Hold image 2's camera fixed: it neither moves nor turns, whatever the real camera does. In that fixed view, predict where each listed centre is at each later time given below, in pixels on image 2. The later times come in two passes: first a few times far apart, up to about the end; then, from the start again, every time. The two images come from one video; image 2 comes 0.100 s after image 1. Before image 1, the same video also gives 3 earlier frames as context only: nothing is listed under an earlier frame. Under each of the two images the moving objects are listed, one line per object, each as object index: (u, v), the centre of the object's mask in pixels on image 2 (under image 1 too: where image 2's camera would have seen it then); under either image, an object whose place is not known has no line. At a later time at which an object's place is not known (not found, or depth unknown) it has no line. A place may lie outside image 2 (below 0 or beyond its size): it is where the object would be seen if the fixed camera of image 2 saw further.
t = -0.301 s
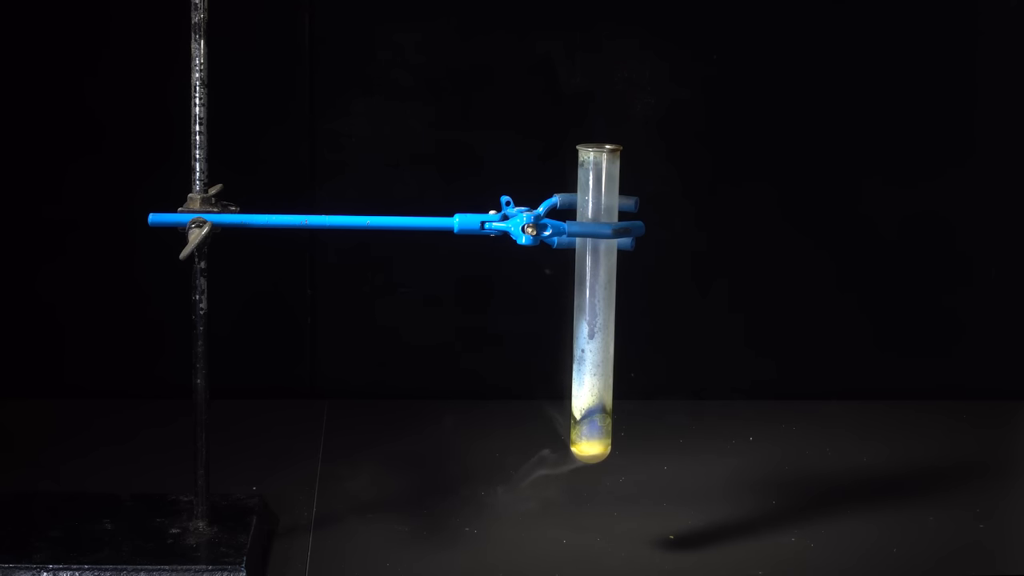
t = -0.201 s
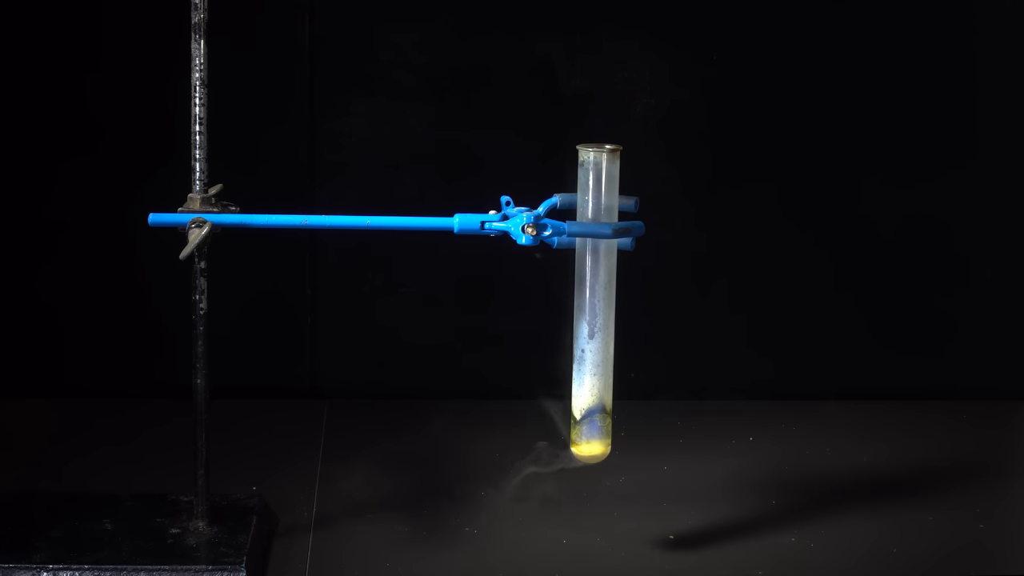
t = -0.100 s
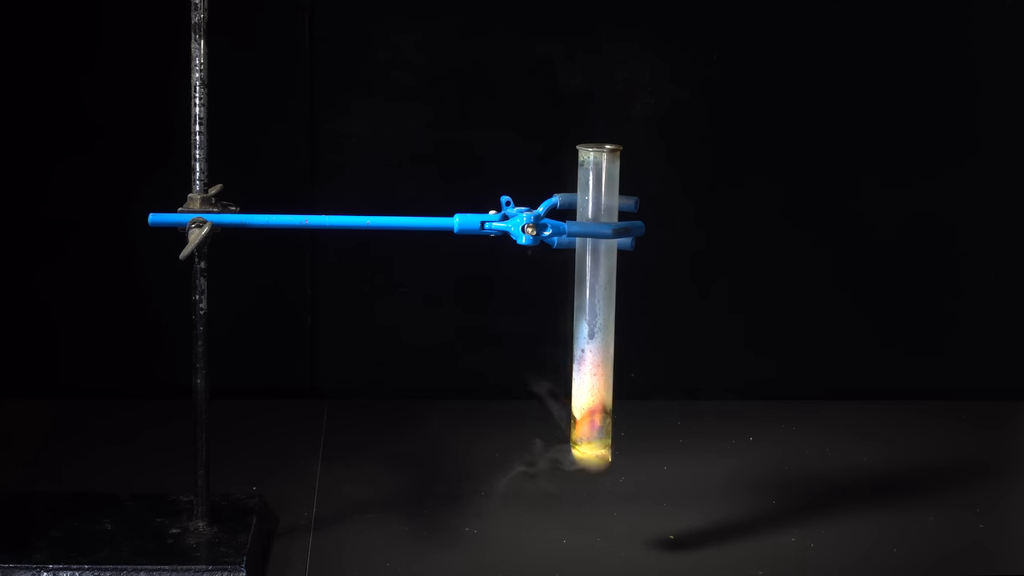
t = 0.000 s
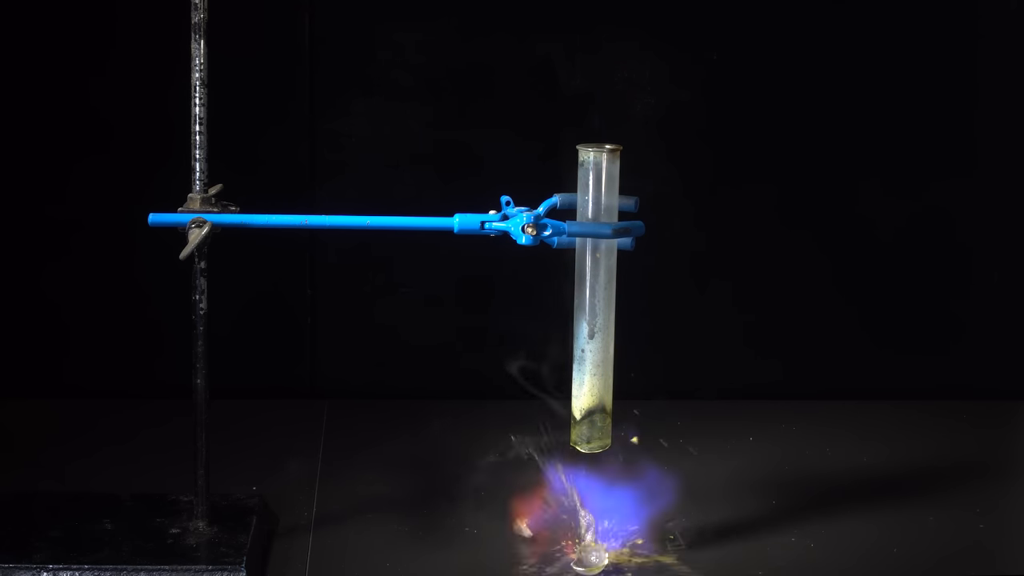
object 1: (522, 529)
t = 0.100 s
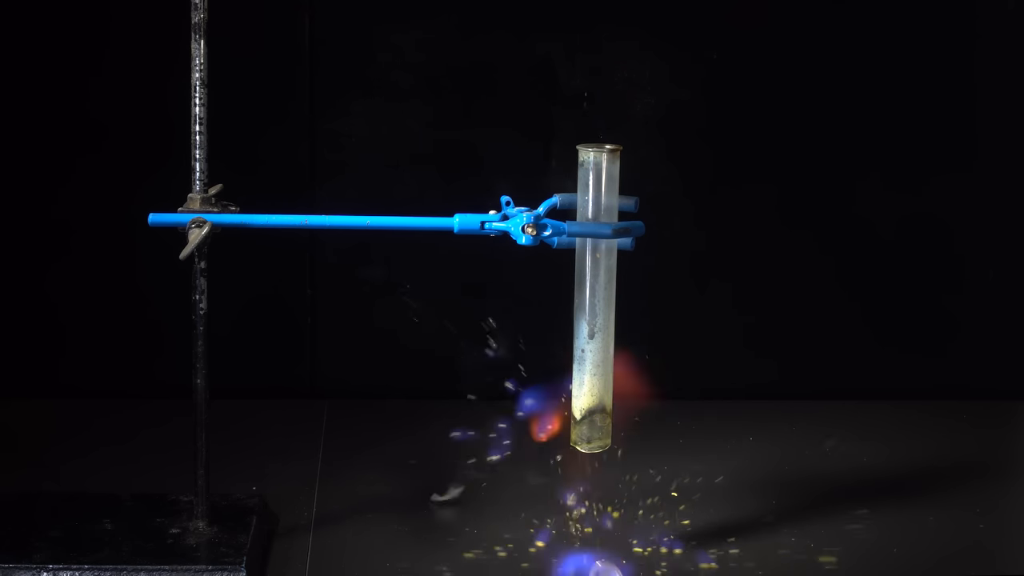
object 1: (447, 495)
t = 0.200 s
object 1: (403, 475)
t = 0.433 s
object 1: (364, 451)
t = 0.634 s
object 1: (370, 451)
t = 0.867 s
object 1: (367, 451)
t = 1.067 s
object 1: (370, 451)
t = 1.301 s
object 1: (368, 451)
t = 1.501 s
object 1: (370, 450)
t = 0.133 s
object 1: (429, 488)
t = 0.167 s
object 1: (414, 483)
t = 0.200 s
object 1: (403, 475)
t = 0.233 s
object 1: (394, 471)
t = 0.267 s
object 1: (388, 466)
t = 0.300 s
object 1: (379, 463)
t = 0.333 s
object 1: (374, 457)
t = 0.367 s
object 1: (368, 458)
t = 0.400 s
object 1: (365, 453)
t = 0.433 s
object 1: (364, 451)
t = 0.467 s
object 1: (366, 451)
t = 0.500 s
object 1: (365, 451)
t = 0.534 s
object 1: (368, 450)
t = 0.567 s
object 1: (369, 450)
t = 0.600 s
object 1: (369, 450)
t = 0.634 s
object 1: (370, 451)
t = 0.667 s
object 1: (369, 450)
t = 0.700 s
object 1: (367, 452)
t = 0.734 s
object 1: (369, 451)
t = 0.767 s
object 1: (371, 450)
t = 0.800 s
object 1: (371, 450)
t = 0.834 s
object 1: (368, 450)
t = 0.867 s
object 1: (367, 451)
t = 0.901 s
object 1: (370, 451)
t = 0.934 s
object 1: (371, 450)
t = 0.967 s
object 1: (372, 450)
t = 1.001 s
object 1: (369, 451)
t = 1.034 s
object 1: (367, 451)
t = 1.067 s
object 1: (370, 451)
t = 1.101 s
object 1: (372, 451)
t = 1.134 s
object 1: (371, 451)
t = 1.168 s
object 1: (371, 450)
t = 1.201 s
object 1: (369, 450)
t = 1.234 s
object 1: (370, 450)
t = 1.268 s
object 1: (369, 450)
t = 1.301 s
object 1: (368, 451)
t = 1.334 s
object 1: (369, 451)
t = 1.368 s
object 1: (371, 451)
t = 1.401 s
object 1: (371, 451)
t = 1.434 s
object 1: (371, 450)
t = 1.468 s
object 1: (370, 450)
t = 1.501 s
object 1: (370, 450)
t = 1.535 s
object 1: (370, 450)
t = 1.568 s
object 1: (369, 451)
